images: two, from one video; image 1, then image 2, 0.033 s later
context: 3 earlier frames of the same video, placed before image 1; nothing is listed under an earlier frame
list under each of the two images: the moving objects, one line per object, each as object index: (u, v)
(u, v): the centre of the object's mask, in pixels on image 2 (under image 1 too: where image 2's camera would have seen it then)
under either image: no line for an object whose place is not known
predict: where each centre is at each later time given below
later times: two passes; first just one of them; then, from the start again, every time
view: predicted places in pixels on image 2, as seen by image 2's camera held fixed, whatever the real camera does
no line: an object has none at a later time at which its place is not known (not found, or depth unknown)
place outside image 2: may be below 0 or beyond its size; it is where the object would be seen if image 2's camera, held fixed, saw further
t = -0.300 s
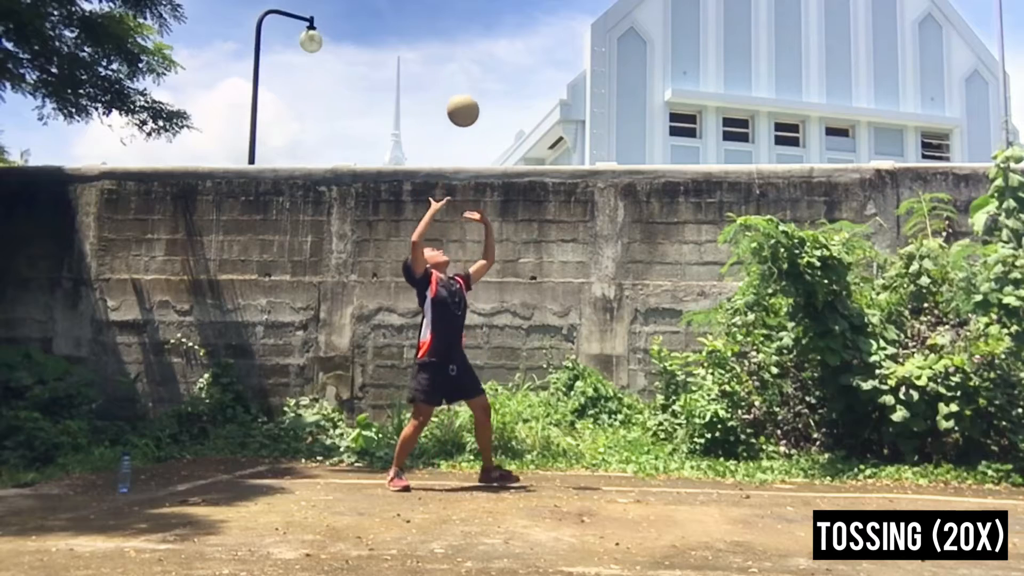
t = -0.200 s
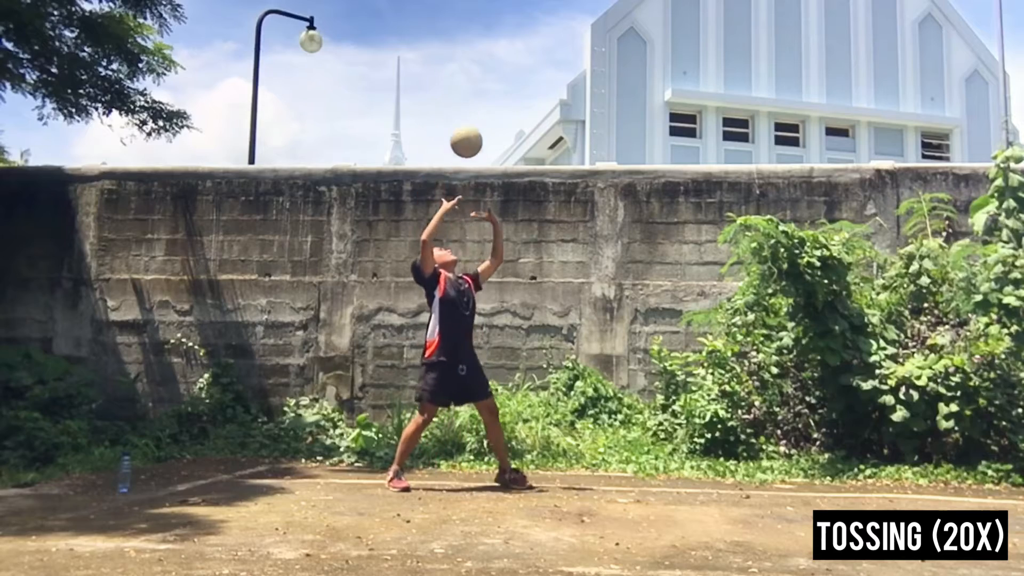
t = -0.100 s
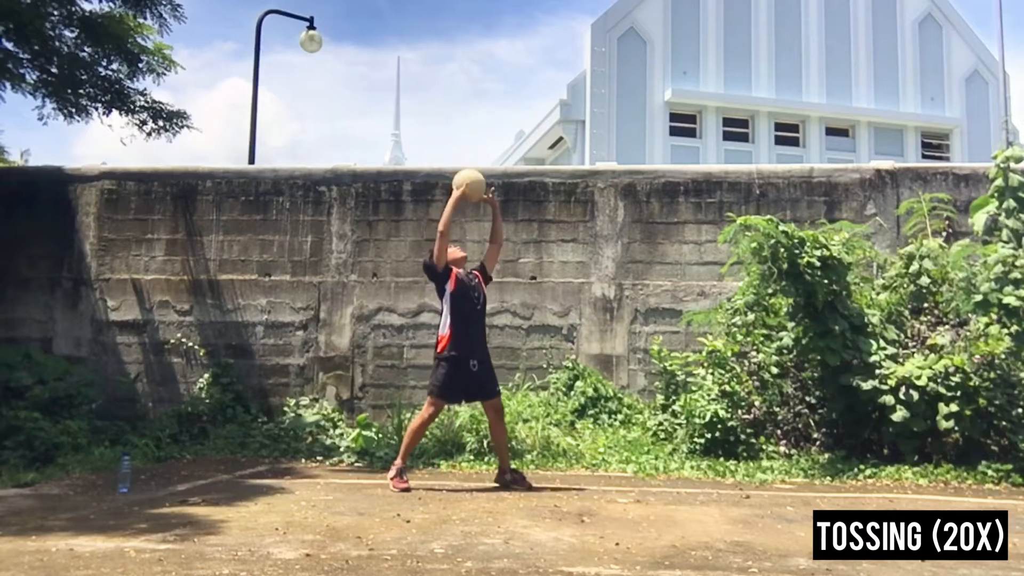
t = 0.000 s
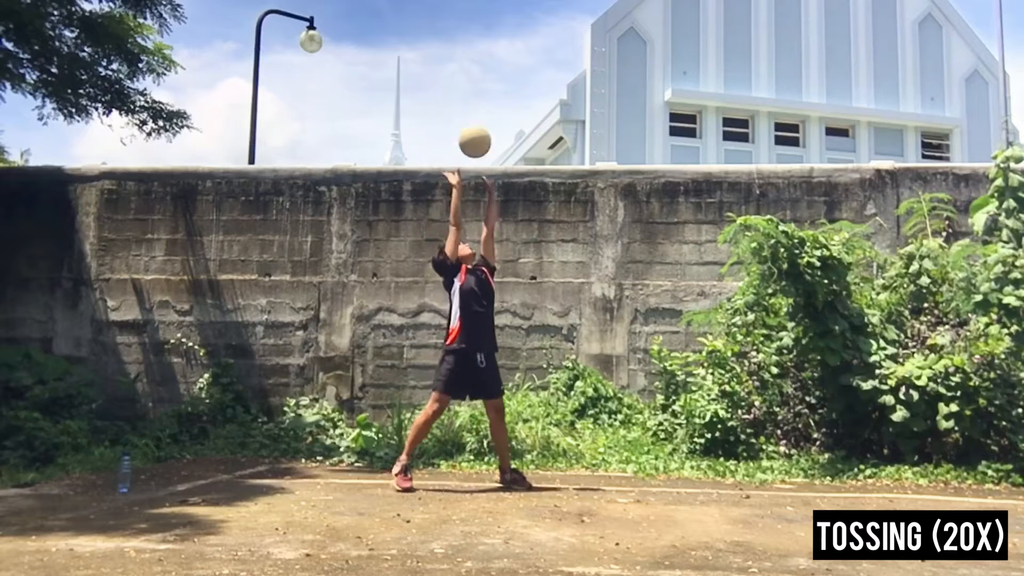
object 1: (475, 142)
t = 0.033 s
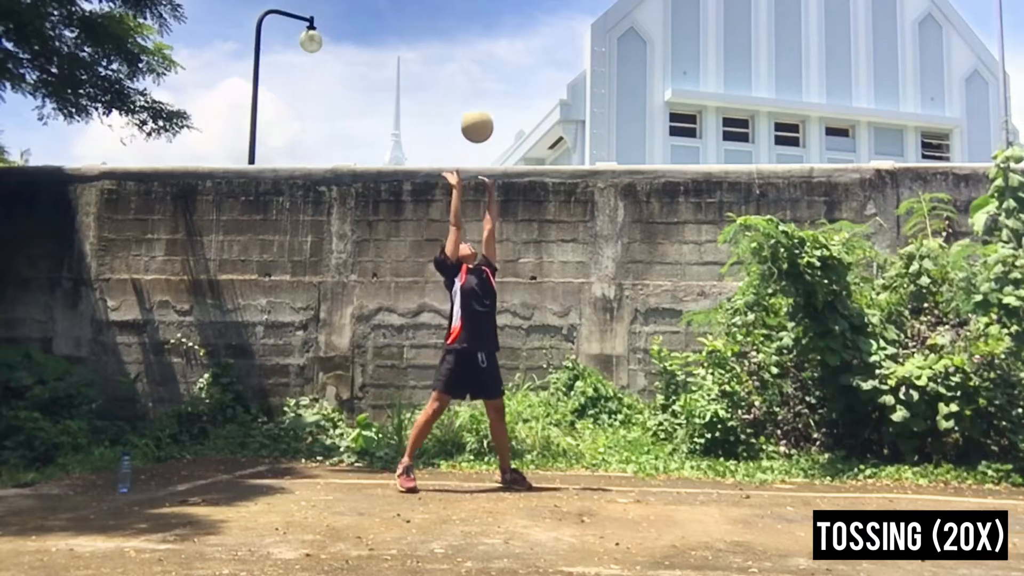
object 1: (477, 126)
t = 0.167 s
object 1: (486, 83)
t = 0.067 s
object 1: (479, 113)
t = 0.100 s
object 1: (481, 101)
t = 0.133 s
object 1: (484, 91)
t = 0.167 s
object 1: (486, 83)
